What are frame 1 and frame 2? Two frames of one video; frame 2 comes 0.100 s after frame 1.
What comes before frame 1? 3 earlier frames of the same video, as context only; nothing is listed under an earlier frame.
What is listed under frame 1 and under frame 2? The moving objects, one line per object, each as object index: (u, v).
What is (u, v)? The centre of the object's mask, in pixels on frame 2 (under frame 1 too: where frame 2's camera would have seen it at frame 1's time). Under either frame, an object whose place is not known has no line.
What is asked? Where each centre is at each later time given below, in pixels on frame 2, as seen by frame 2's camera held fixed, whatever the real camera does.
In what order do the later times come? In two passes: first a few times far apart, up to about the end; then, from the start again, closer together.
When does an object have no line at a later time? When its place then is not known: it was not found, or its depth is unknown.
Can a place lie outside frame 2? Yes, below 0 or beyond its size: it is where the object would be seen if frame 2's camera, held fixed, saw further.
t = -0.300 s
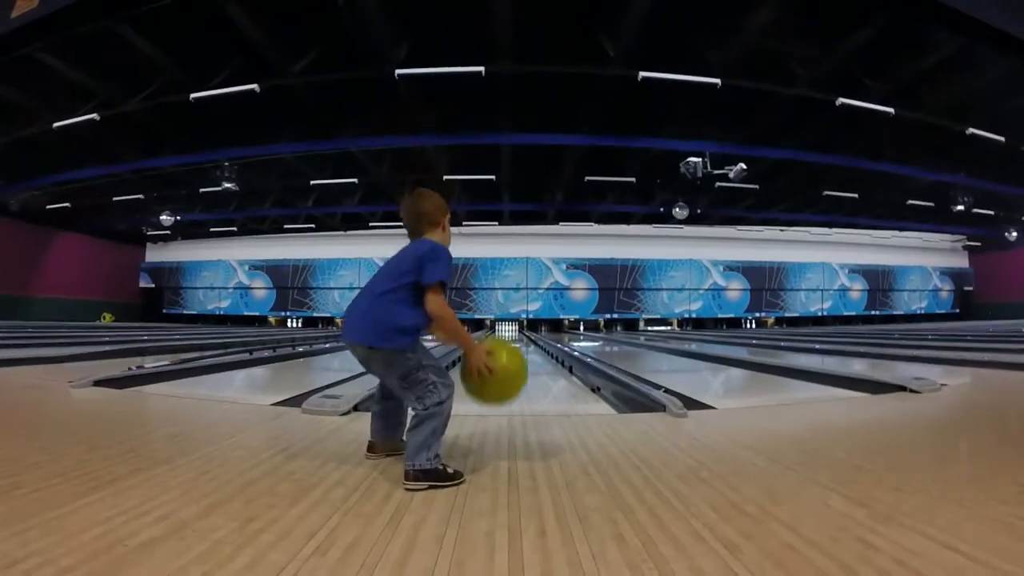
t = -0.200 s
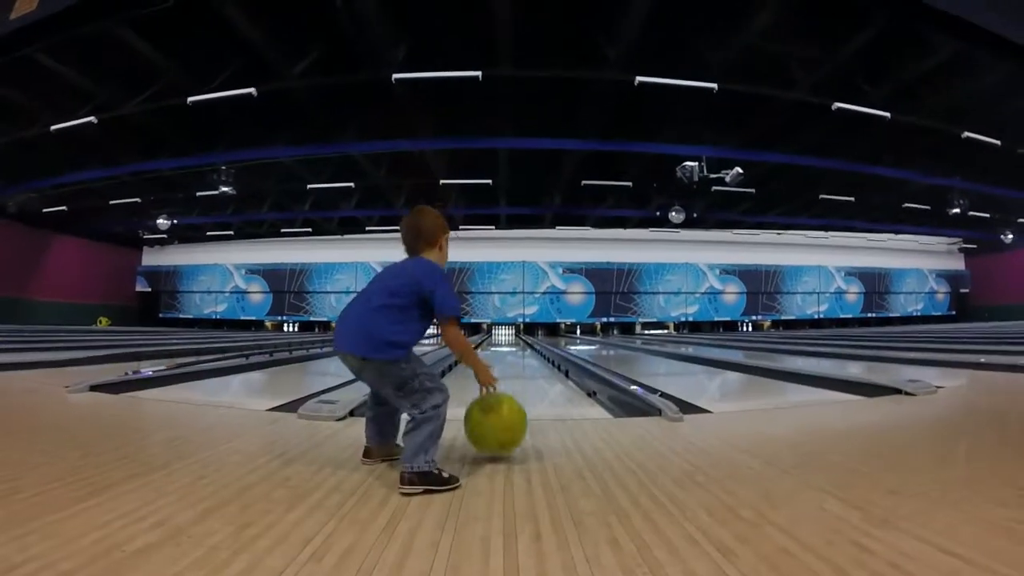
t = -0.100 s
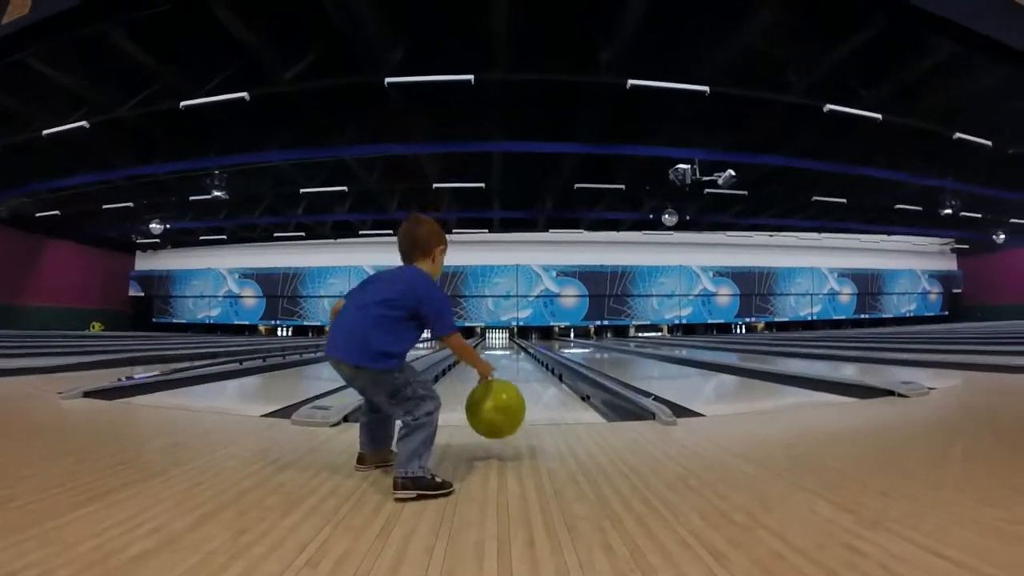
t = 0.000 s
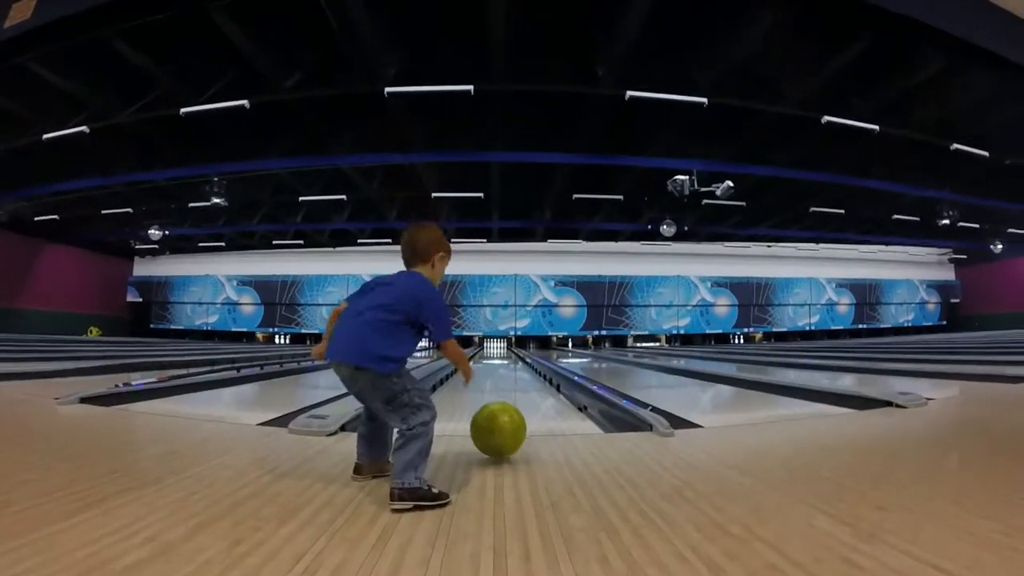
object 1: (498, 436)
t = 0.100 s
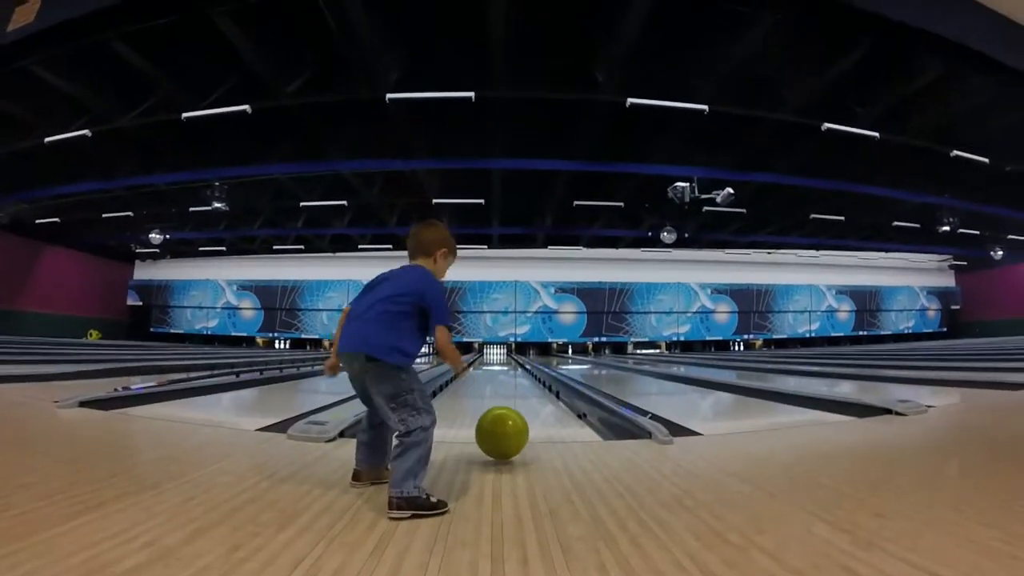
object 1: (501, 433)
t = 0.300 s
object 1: (506, 429)
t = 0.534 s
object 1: (509, 418)
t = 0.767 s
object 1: (516, 412)
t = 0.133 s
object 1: (502, 435)
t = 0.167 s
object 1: (503, 434)
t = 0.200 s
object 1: (504, 433)
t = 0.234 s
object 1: (504, 432)
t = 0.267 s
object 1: (505, 431)
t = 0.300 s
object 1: (506, 429)
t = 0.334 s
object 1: (507, 428)
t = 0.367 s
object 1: (507, 426)
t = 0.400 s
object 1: (508, 425)
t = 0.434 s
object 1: (508, 423)
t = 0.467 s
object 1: (508, 421)
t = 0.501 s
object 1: (509, 419)
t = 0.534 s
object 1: (509, 418)
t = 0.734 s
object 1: (515, 412)
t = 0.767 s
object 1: (516, 412)
